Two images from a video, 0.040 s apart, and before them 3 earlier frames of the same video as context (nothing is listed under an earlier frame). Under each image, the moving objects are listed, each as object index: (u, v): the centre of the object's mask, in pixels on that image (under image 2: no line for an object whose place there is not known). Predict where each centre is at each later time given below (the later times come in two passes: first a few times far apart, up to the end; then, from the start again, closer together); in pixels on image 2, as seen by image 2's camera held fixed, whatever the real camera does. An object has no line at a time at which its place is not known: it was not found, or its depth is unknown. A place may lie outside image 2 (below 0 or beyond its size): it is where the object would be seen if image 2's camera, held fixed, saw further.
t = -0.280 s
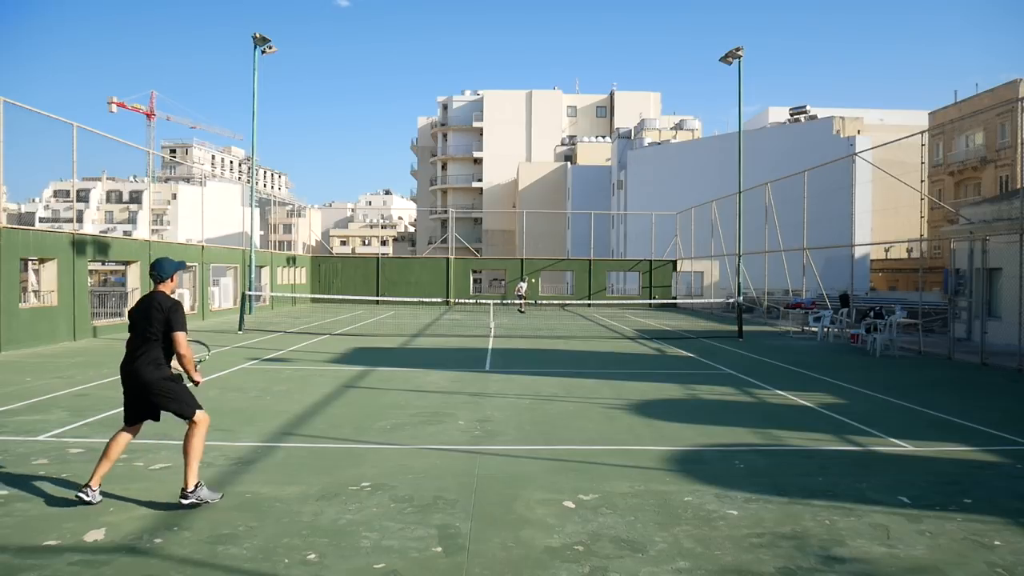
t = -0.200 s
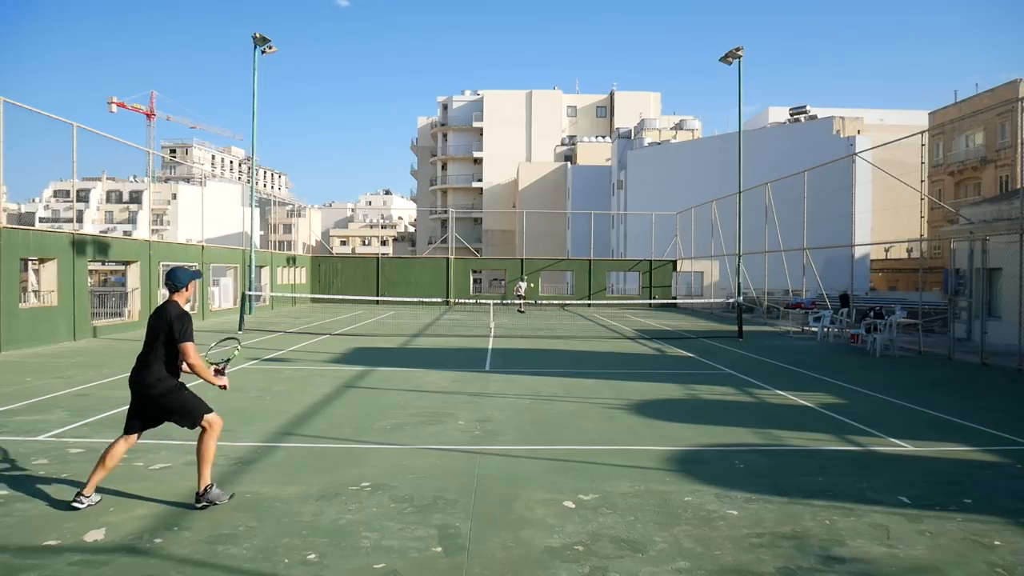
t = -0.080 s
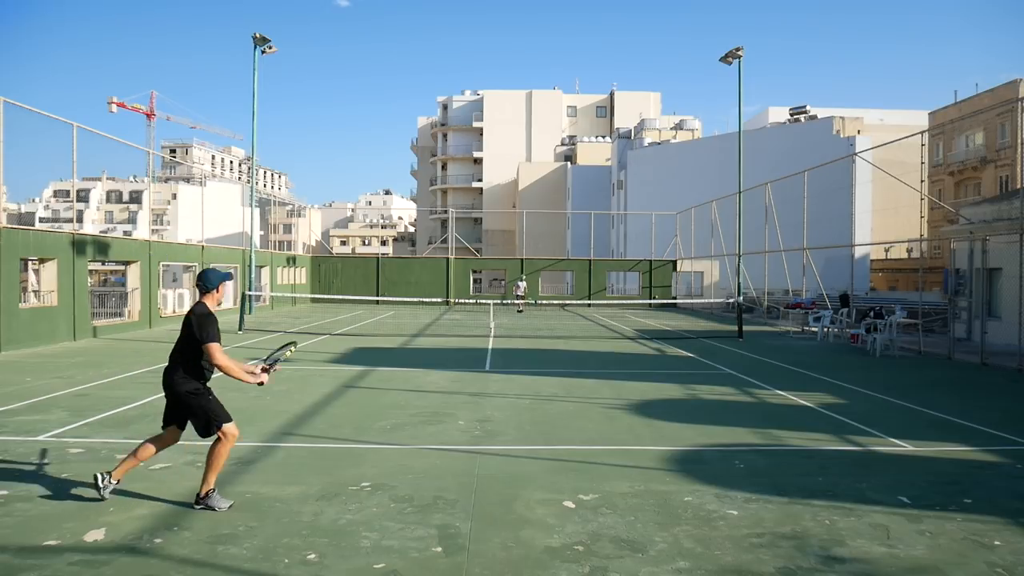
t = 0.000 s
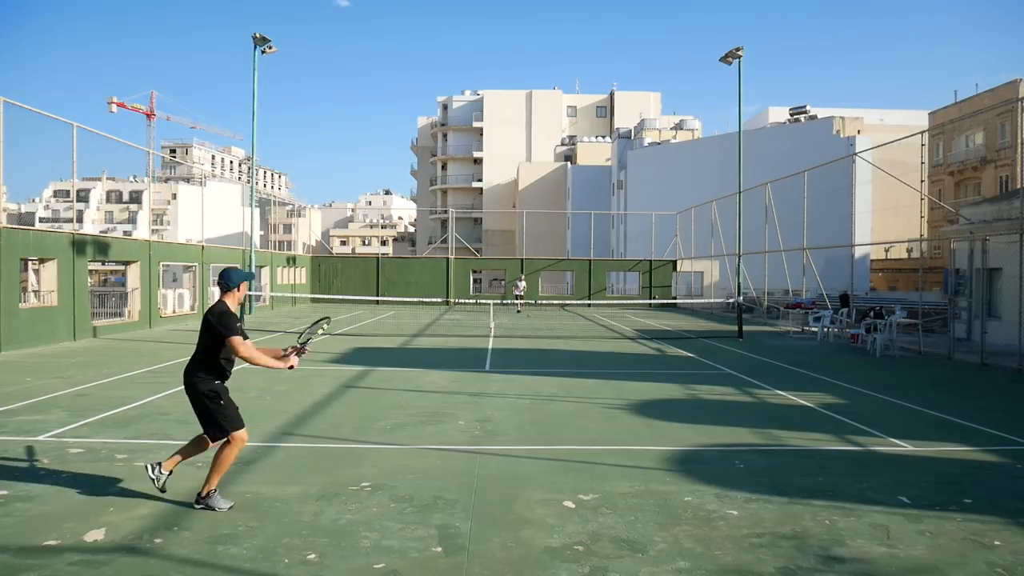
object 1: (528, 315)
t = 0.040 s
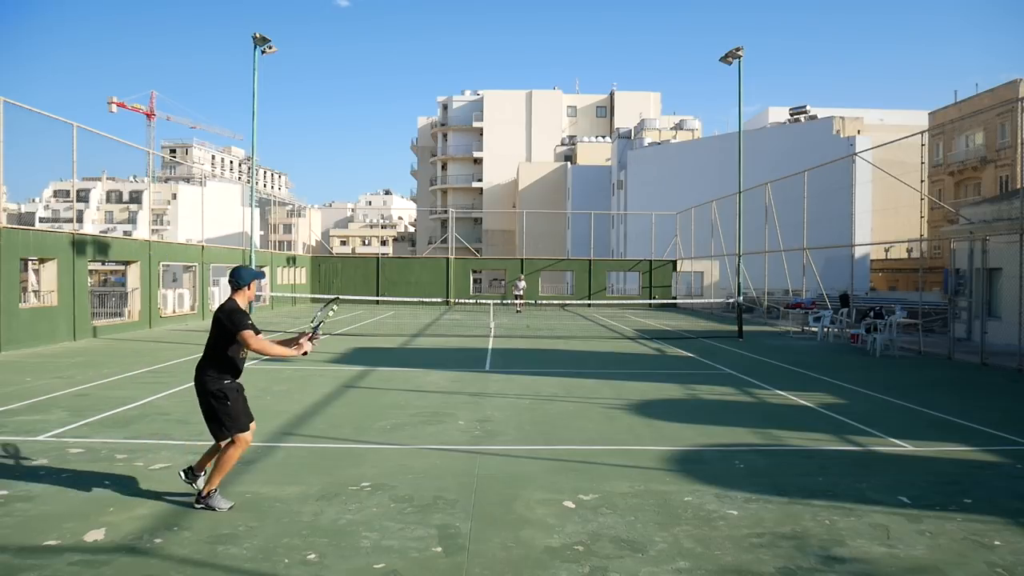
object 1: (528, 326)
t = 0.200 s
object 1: (527, 387)
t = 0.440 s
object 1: (527, 370)
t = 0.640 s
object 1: (528, 382)
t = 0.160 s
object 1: (527, 367)
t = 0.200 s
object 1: (527, 387)
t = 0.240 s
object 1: (527, 397)
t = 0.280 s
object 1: (527, 390)
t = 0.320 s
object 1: (527, 383)
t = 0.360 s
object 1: (527, 377)
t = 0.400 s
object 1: (527, 373)
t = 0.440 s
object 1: (527, 370)
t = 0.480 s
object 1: (527, 369)
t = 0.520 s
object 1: (527, 369)
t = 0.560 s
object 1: (527, 371)
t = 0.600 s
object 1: (527, 375)
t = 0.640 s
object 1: (528, 382)
